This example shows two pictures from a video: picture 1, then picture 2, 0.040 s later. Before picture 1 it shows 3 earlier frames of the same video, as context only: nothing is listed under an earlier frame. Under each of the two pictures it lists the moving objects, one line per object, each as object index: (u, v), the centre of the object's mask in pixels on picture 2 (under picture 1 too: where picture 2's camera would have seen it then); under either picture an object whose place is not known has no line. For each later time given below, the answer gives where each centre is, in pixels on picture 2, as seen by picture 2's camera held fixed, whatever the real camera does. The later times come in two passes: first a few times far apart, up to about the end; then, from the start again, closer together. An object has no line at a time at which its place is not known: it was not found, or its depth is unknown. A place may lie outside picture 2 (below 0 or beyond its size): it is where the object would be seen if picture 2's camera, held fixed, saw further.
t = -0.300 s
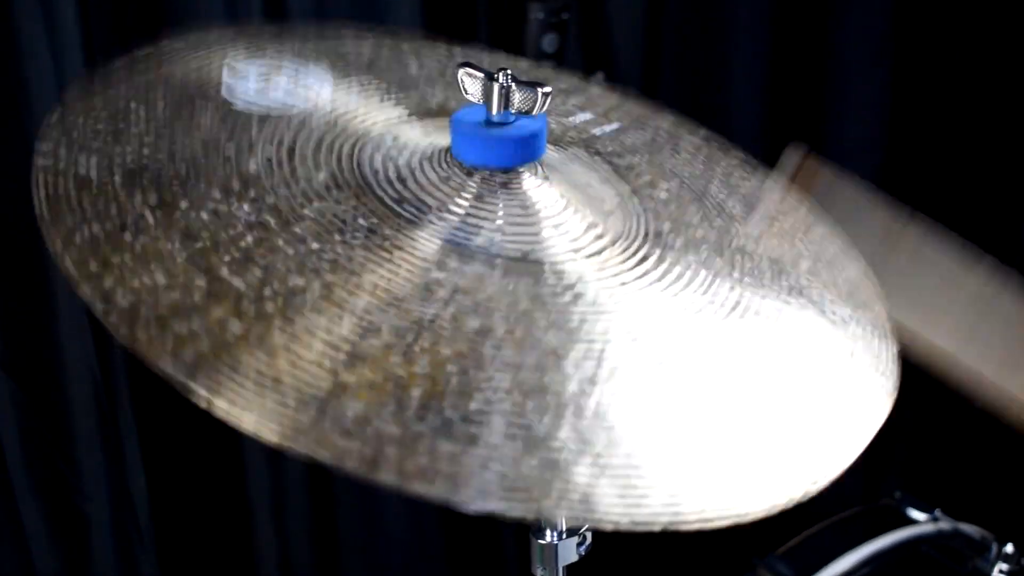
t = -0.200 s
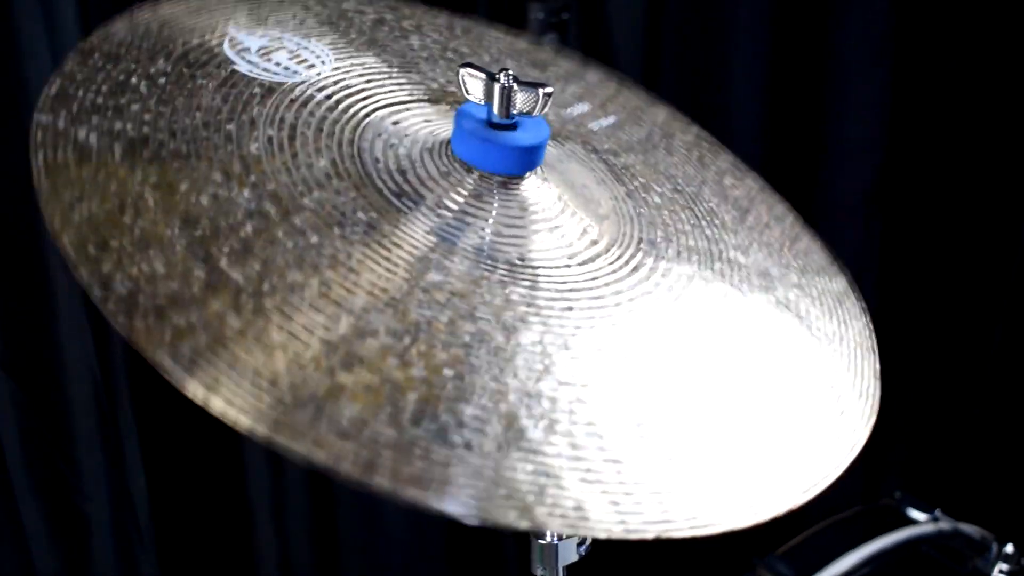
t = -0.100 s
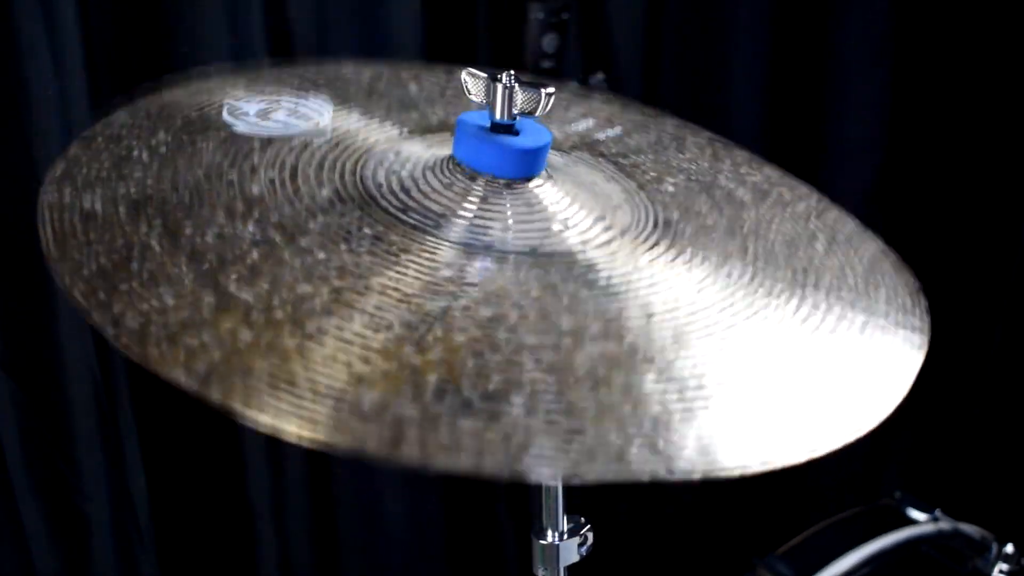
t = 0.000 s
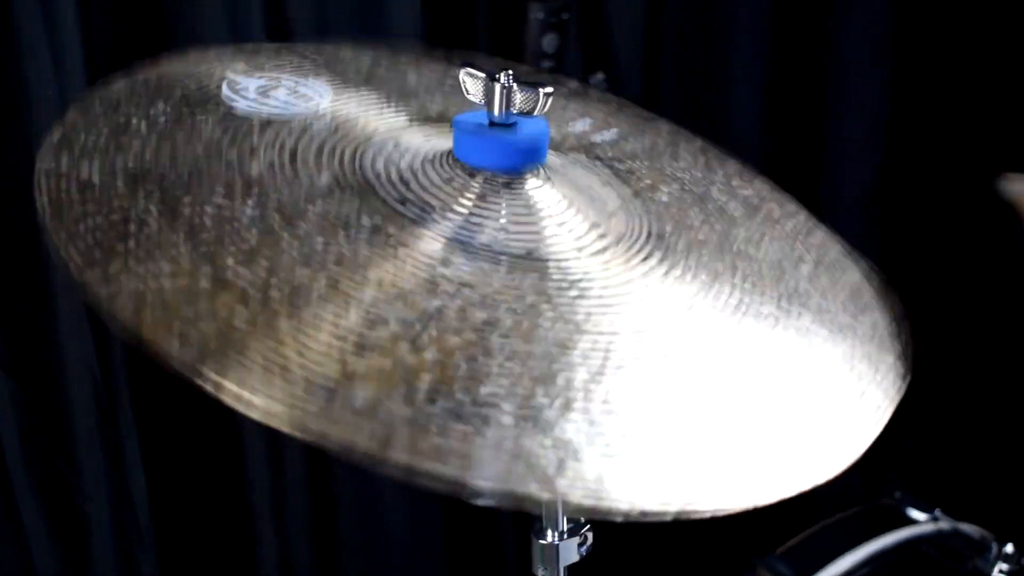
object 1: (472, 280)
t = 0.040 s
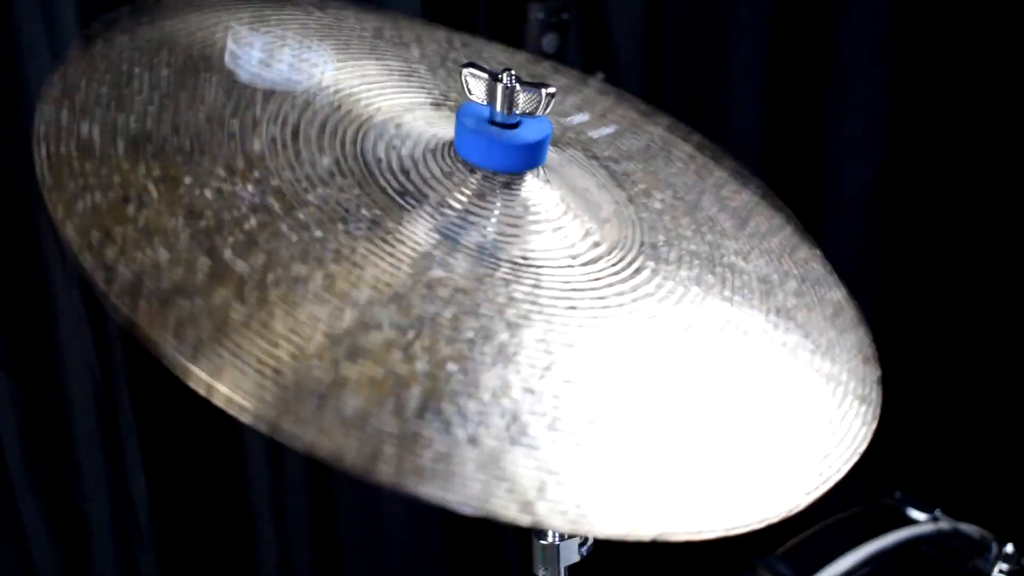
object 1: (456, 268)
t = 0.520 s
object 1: (497, 272)
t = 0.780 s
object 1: (472, 273)
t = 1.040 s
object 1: (493, 275)
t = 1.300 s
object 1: (482, 274)
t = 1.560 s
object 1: (481, 276)
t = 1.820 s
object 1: (484, 275)
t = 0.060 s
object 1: (454, 271)
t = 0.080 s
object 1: (452, 270)
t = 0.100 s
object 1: (451, 269)
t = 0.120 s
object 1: (451, 267)
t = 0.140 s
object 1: (455, 268)
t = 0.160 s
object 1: (460, 268)
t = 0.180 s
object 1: (463, 267)
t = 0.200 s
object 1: (468, 268)
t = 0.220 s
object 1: (473, 274)
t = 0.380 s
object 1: (508, 254)
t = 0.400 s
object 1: (506, 256)
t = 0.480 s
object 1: (506, 263)
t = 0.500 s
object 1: (503, 269)
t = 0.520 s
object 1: (497, 272)
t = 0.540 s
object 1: (493, 277)
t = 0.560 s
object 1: (488, 279)
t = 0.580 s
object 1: (483, 278)
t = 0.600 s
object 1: (476, 278)
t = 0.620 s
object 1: (471, 277)
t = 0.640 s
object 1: (471, 271)
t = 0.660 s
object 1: (468, 270)
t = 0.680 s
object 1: (466, 269)
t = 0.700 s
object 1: (465, 269)
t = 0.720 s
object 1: (467, 269)
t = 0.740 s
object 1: (470, 270)
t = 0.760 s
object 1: (470, 274)
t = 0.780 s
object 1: (472, 273)
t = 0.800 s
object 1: (476, 275)
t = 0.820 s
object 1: (482, 275)
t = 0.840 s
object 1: (487, 274)
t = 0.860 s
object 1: (489, 272)
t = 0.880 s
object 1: (490, 270)
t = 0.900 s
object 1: (493, 270)
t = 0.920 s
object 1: (495, 270)
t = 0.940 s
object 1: (496, 270)
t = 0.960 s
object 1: (497, 270)
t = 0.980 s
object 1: (497, 270)
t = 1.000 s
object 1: (495, 271)
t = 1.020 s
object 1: (494, 272)
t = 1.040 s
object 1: (493, 275)
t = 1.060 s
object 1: (491, 276)
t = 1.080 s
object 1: (488, 276)
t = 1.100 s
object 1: (483, 276)
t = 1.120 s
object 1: (479, 276)
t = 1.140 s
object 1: (479, 276)
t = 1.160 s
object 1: (476, 275)
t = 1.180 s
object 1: (475, 274)
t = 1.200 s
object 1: (474, 274)
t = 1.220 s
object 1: (475, 274)
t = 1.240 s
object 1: (477, 275)
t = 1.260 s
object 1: (478, 274)
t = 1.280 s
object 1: (479, 274)
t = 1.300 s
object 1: (482, 274)
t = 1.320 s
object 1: (484, 274)
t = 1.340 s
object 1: (487, 274)
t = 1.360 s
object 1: (488, 273)
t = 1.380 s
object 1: (488, 273)
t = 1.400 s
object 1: (488, 273)
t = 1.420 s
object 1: (489, 274)
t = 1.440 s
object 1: (489, 274)
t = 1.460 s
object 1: (488, 275)
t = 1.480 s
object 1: (487, 275)
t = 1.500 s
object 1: (485, 275)
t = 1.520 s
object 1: (484, 276)
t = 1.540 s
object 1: (482, 276)
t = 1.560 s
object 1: (481, 276)
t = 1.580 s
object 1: (481, 275)
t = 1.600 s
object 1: (480, 275)
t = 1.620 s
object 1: (481, 275)
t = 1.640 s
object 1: (483, 275)
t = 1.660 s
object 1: (483, 275)
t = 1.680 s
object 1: (484, 274)
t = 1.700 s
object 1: (484, 275)
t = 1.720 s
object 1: (485, 275)
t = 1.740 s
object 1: (485, 275)
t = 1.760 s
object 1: (485, 275)
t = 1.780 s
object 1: (485, 275)
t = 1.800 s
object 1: (484, 275)
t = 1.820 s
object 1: (484, 275)
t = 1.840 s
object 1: (483, 275)
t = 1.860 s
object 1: (483, 275)
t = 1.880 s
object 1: (483, 275)
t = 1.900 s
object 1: (483, 275)
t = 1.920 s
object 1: (483, 275)
